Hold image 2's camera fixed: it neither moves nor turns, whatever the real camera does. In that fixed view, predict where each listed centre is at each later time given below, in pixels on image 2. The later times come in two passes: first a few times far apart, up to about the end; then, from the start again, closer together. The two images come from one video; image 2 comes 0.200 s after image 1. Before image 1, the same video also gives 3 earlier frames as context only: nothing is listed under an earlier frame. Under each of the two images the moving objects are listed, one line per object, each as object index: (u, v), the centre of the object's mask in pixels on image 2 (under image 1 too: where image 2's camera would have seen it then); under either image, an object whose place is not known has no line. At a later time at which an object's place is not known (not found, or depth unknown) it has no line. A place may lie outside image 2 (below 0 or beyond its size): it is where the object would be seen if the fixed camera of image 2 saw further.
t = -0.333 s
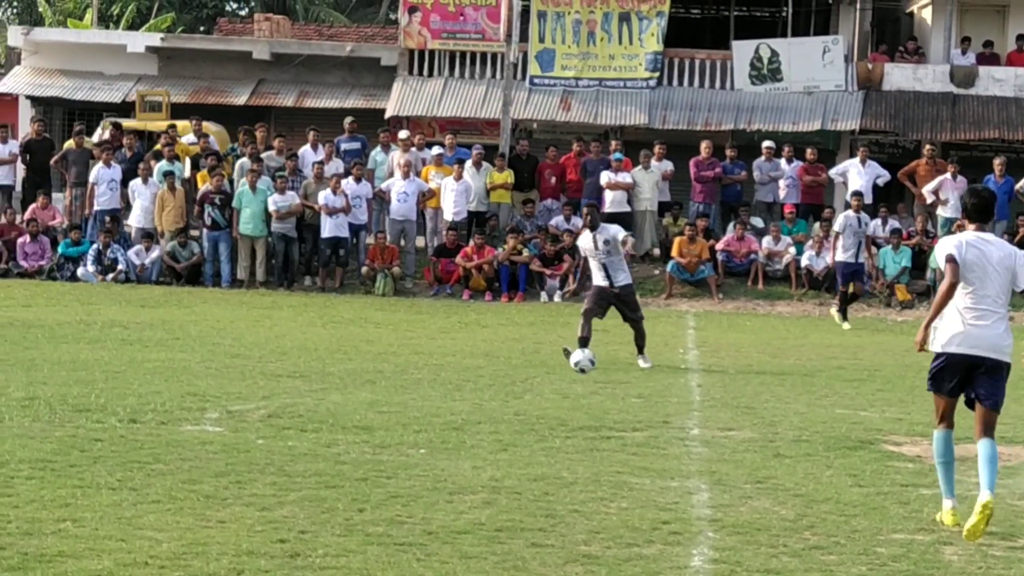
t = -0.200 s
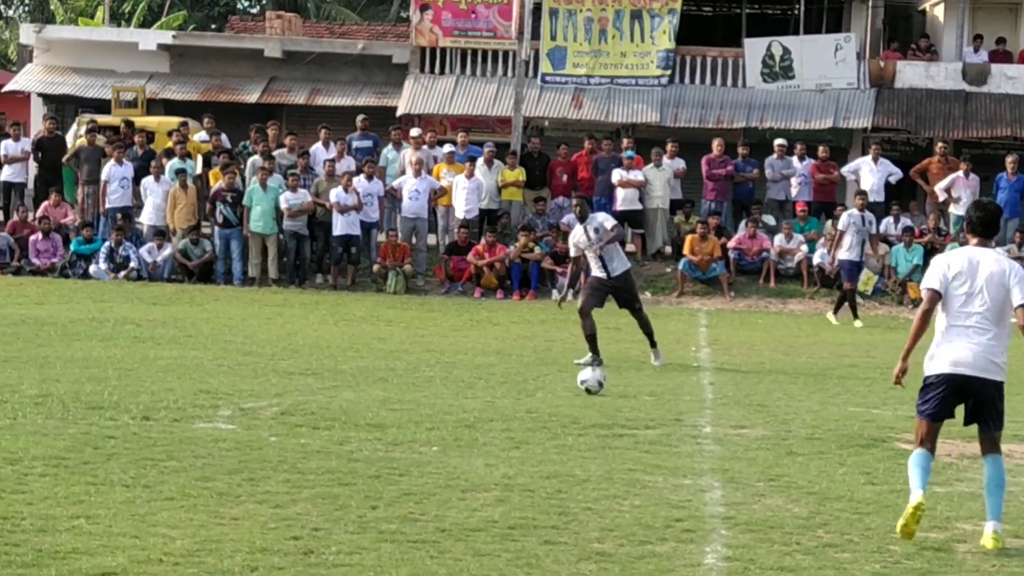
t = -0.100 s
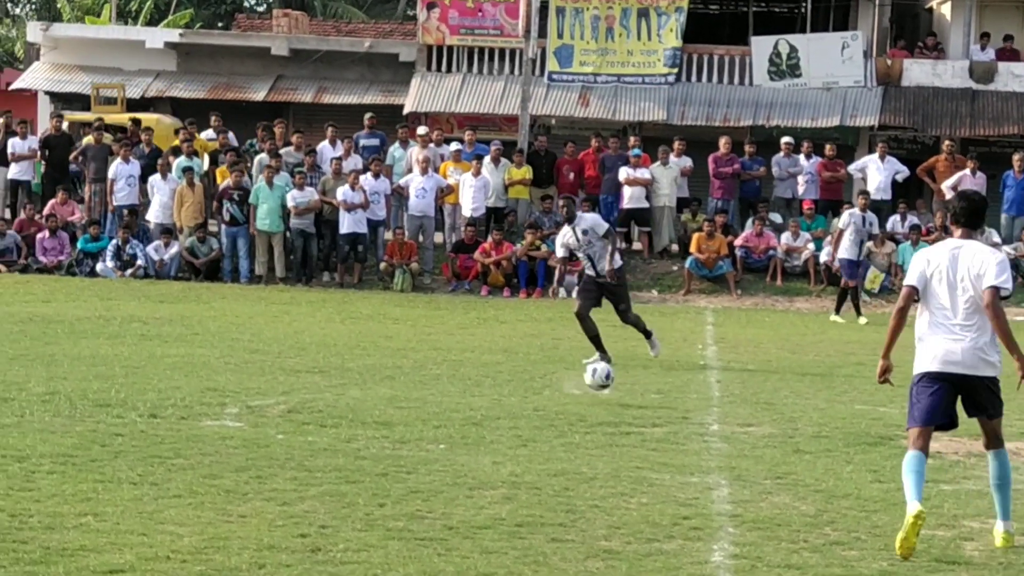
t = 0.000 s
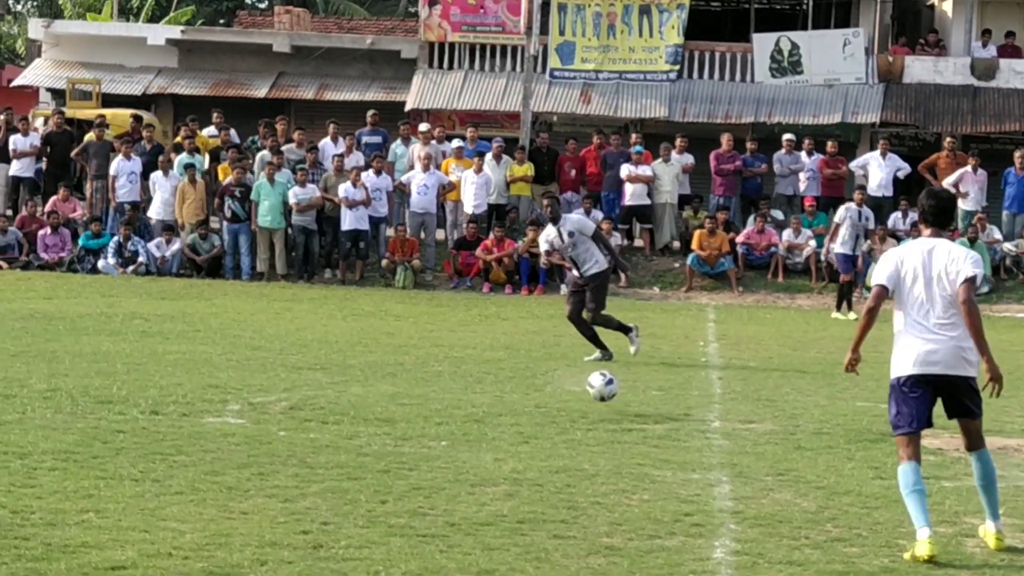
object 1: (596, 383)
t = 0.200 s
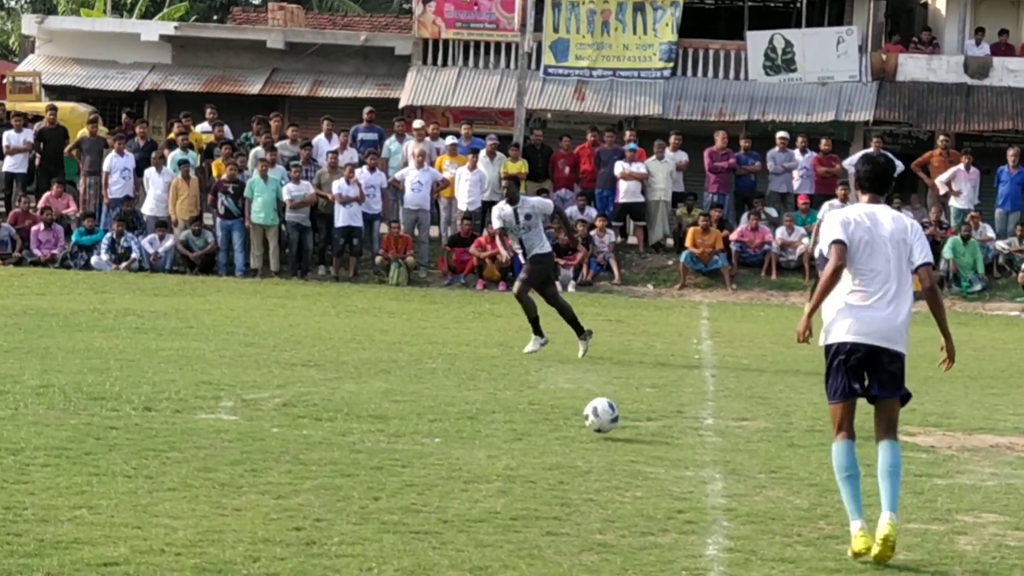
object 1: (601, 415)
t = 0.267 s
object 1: (603, 425)
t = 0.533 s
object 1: (615, 457)
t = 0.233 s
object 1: (602, 419)
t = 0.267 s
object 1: (603, 425)
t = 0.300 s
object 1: (605, 435)
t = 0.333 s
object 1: (606, 439)
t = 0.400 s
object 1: (609, 435)
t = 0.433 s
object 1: (611, 438)
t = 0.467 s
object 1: (612, 440)
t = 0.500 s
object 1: (613, 447)
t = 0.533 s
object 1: (615, 457)
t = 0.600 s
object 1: (618, 481)
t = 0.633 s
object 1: (621, 470)
